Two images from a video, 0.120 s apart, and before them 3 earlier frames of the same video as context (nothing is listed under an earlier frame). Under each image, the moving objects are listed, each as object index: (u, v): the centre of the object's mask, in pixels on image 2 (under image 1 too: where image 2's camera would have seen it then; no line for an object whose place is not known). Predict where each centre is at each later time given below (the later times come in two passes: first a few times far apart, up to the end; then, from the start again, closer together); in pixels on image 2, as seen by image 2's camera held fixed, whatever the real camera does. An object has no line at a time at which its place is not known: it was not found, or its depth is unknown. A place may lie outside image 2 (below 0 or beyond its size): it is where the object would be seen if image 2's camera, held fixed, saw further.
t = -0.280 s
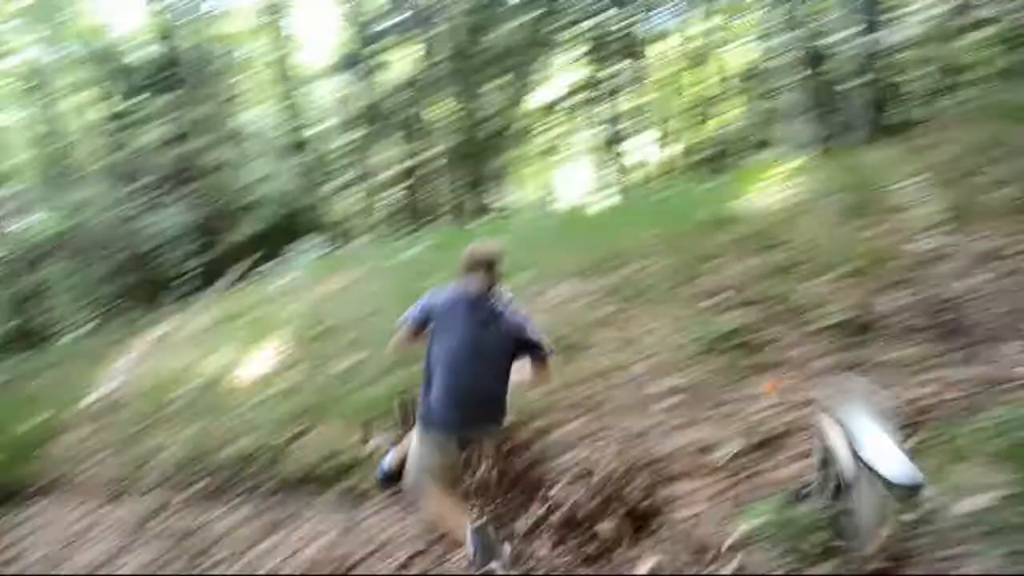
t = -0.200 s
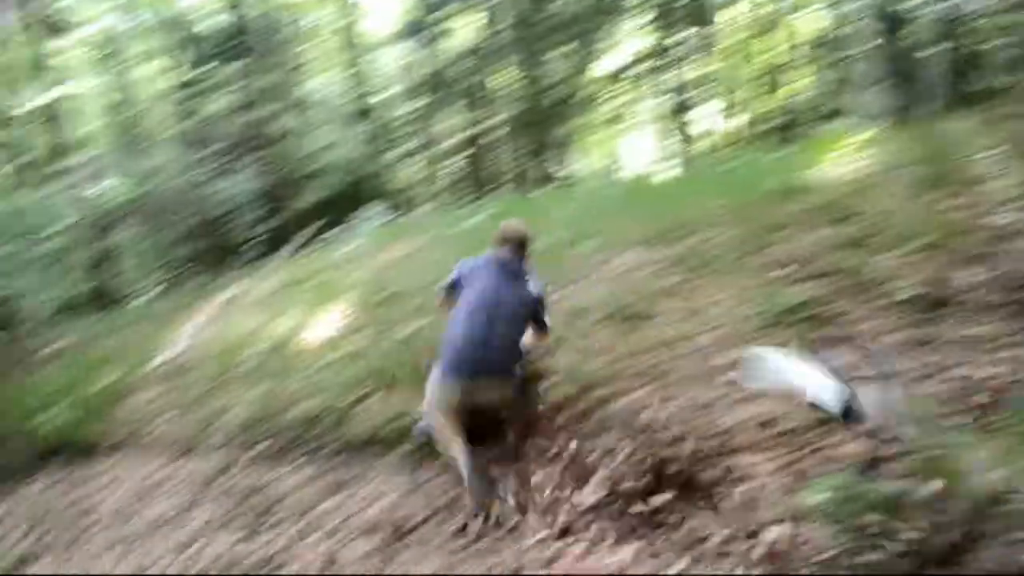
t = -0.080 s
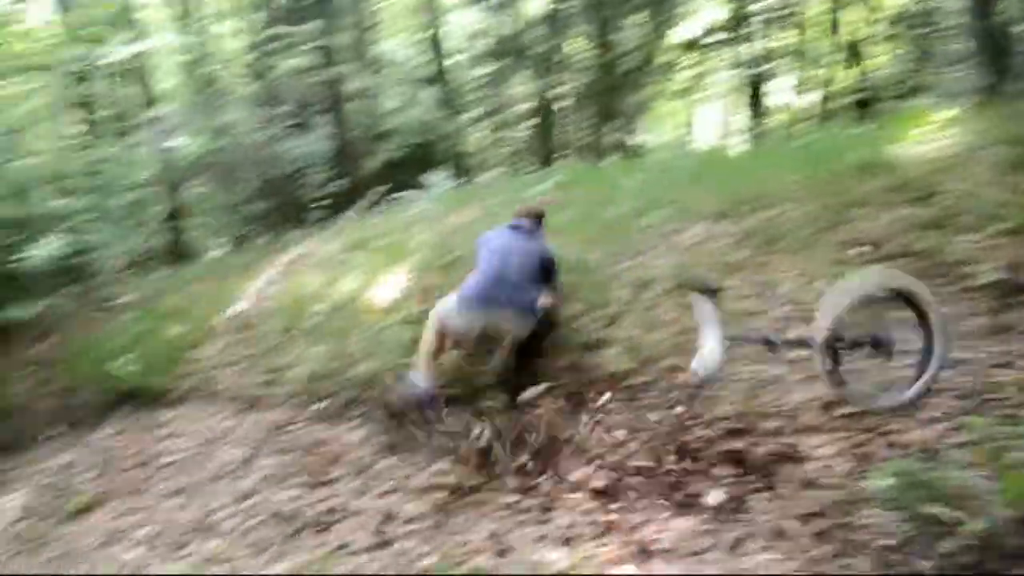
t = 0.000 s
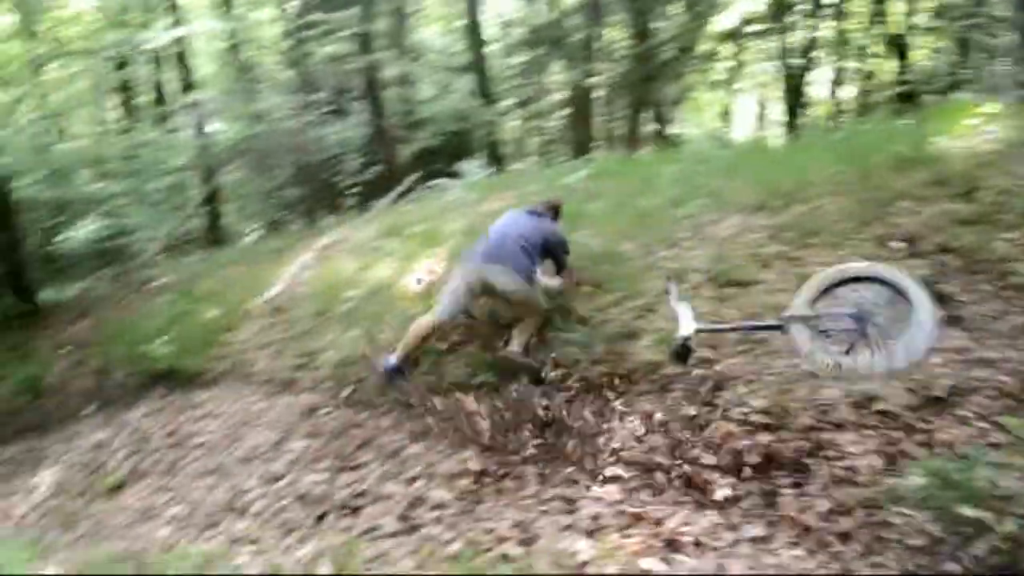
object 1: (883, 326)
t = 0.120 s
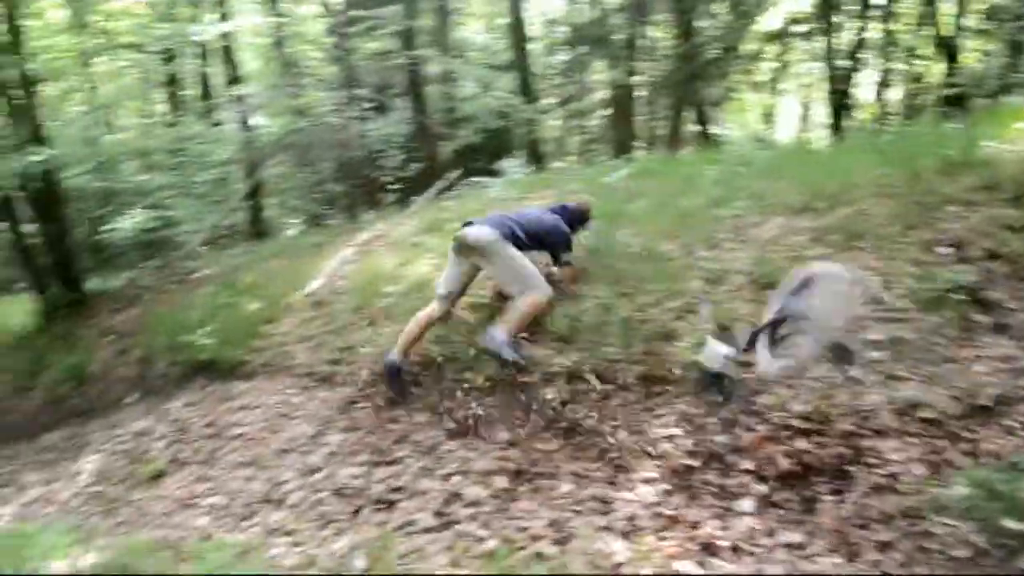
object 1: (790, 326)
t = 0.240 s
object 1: (710, 312)
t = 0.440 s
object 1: (591, 264)
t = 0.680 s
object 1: (464, 375)
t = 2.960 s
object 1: (-95, 421)
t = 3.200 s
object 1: (-89, 426)
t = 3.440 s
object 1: (-124, 416)
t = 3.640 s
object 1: (-157, 438)
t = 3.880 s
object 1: (-165, 436)
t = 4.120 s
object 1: (-160, 425)
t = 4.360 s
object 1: (-150, 415)
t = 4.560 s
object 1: (-141, 414)
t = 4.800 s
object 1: (-147, 411)
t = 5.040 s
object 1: (-168, 427)
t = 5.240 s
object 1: (-164, 427)
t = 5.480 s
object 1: (-165, 426)
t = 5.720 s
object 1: (-168, 426)
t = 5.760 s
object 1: (-168, 428)
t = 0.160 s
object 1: (756, 328)
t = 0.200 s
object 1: (731, 317)
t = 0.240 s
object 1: (710, 312)
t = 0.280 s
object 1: (693, 305)
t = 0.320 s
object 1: (674, 292)
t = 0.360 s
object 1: (636, 266)
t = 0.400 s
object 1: (615, 263)
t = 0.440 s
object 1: (591, 264)
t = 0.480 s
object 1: (555, 264)
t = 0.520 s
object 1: (537, 274)
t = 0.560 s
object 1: (519, 288)
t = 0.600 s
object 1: (486, 306)
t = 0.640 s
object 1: (484, 349)
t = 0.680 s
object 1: (464, 375)
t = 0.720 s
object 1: (442, 396)
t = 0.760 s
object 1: (417, 423)
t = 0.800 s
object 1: (389, 446)
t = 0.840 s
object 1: (362, 471)
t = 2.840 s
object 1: (-118, 454)
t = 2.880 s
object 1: (-116, 451)
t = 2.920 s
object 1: (-96, 424)
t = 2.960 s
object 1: (-95, 421)
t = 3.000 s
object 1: (-94, 419)
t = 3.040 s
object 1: (-94, 419)
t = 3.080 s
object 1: (-92, 422)
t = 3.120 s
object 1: (-94, 425)
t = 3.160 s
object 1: (-90, 424)
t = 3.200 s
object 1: (-89, 426)
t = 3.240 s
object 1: (-93, 427)
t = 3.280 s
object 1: (-99, 425)
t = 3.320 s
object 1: (-105, 421)
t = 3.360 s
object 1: (-107, 420)
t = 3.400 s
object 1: (-118, 416)
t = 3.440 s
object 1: (-124, 416)
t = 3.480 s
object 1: (-129, 416)
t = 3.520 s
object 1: (-131, 422)
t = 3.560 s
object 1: (-134, 425)
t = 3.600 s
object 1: (-146, 431)
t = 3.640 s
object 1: (-157, 438)
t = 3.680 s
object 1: (-160, 441)
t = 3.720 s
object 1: (-161, 443)
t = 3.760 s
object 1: (-160, 438)
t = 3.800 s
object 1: (-166, 447)
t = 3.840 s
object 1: (-162, 435)
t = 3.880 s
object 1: (-165, 436)
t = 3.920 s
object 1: (-170, 436)
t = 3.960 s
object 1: (-167, 436)
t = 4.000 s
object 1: (-164, 432)
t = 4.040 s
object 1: (-148, 419)
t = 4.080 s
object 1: (-159, 427)
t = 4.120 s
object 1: (-160, 425)
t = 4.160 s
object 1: (-155, 423)
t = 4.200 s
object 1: (-156, 421)
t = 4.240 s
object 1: (-153, 419)
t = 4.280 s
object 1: (-151, 416)
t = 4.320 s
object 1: (-152, 416)
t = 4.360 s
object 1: (-150, 415)
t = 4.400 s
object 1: (-161, 419)
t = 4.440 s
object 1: (-151, 415)
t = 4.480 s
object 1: (-162, 421)
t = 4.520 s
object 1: (-141, 412)
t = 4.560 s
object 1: (-141, 414)
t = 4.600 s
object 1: (-140, 414)
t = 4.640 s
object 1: (-141, 413)
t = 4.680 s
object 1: (-144, 414)
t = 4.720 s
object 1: (-144, 413)
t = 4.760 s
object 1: (-144, 412)
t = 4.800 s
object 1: (-147, 411)
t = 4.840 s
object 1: (-154, 417)
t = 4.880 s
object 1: (-159, 422)
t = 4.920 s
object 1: (-159, 423)
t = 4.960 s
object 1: (-160, 424)
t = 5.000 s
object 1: (-162, 424)
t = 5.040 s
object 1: (-168, 427)
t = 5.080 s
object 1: (-164, 426)
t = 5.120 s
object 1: (-163, 424)
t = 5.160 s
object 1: (-162, 424)
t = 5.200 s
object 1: (-164, 428)
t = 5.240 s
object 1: (-164, 427)
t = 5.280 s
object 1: (-164, 425)
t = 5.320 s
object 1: (-166, 428)
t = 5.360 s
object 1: (-167, 429)
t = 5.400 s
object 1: (-166, 428)
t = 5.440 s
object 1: (-165, 426)
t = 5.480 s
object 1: (-165, 426)
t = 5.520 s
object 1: (-165, 425)
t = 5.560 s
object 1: (-167, 427)
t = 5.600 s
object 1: (-167, 427)
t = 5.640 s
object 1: (-167, 428)
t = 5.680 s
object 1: (-168, 426)
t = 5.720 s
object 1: (-168, 426)
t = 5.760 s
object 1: (-168, 428)
